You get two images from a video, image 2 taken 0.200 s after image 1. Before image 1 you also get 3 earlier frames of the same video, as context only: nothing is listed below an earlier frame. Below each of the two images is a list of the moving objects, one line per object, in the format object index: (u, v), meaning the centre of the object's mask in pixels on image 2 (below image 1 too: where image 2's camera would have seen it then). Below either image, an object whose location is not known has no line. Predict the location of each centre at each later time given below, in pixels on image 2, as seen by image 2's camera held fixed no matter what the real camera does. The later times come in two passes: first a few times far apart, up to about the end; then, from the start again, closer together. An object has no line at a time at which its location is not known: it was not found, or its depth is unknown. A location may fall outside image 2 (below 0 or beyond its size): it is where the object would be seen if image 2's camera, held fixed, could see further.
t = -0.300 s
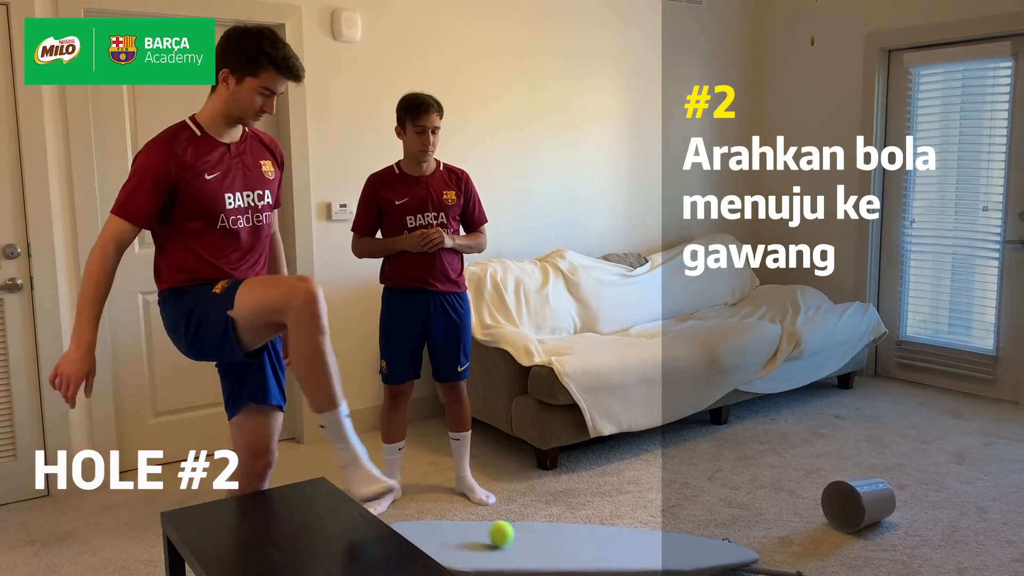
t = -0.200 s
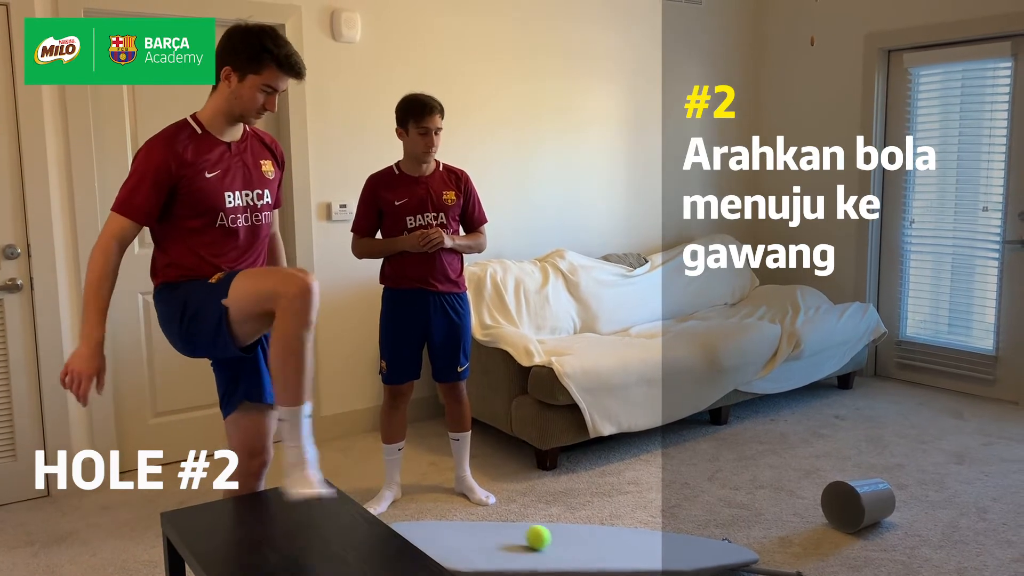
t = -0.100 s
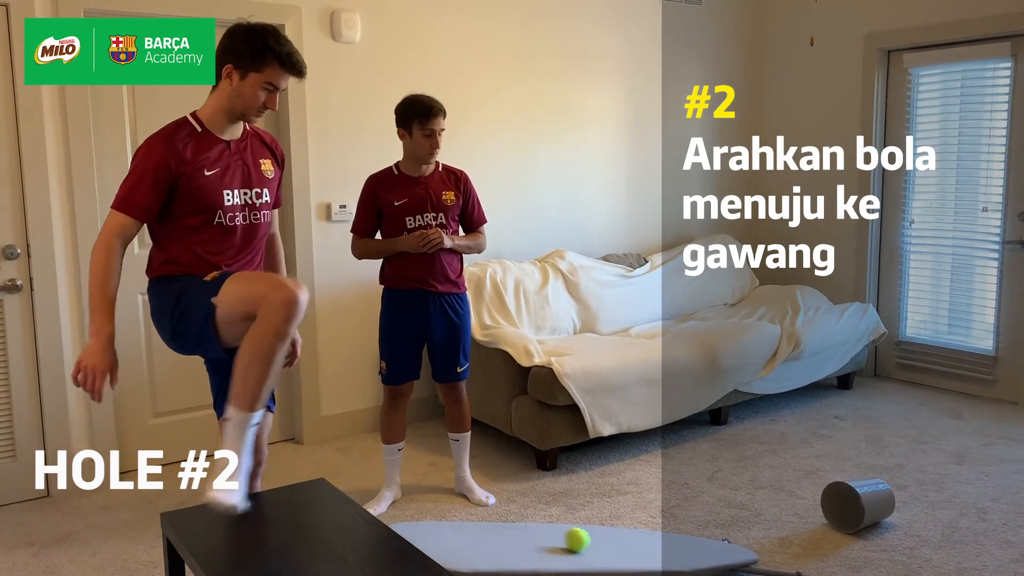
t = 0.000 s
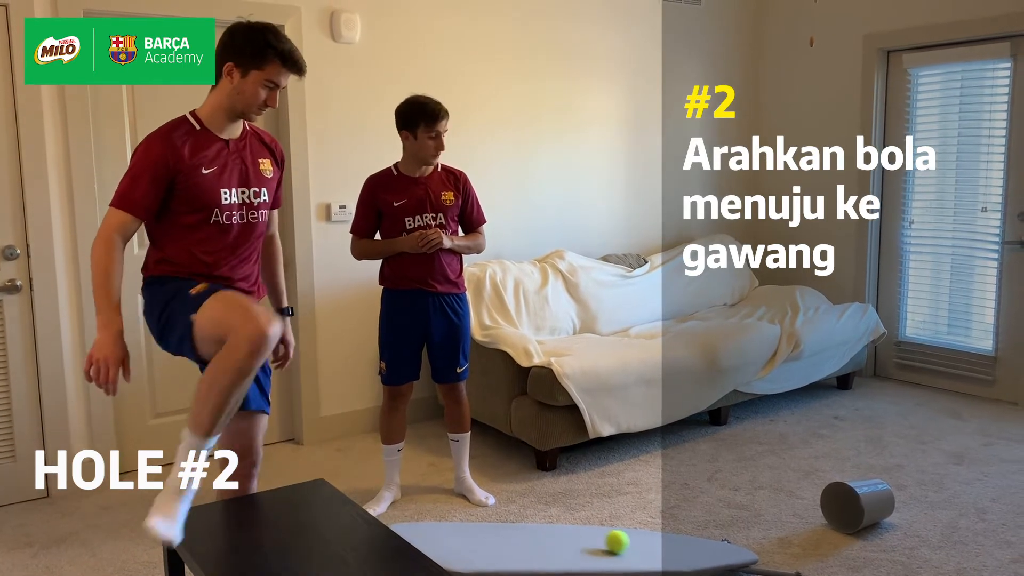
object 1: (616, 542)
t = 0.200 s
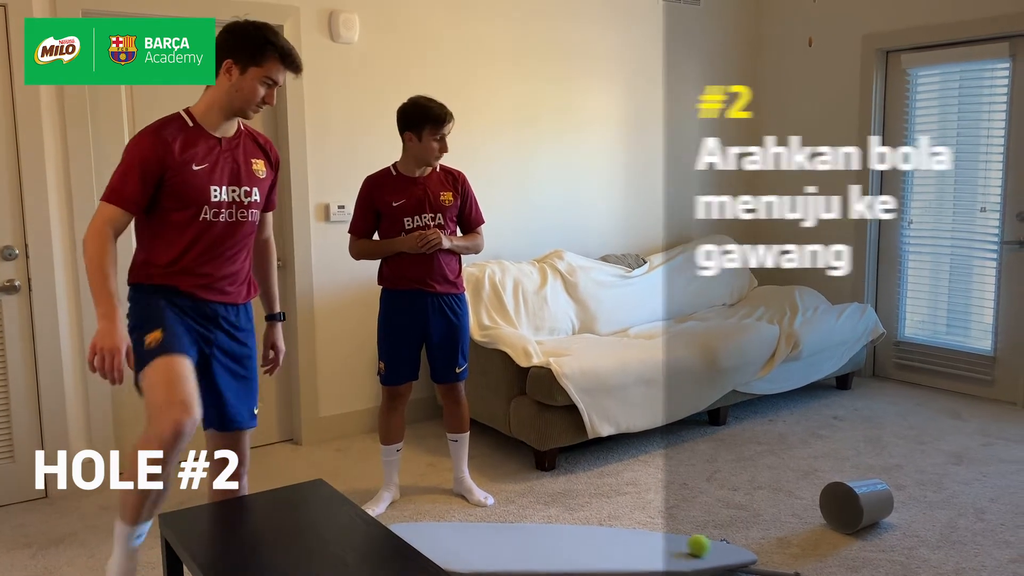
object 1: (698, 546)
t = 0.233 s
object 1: (712, 547)
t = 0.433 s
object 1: (794, 556)
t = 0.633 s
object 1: (862, 535)
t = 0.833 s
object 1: (911, 537)
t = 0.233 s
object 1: (712, 547)
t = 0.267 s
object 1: (726, 547)
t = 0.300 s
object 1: (740, 547)
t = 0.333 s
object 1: (754, 547)
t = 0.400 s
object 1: (781, 556)
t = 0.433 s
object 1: (794, 556)
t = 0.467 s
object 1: (806, 543)
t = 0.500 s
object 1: (819, 536)
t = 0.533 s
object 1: (830, 531)
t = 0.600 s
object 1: (851, 532)
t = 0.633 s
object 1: (862, 535)
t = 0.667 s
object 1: (870, 532)
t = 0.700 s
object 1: (878, 531)
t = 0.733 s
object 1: (887, 534)
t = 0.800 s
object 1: (903, 536)
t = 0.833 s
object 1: (911, 537)
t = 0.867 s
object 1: (919, 536)
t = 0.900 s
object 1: (927, 537)
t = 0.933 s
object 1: (935, 537)
